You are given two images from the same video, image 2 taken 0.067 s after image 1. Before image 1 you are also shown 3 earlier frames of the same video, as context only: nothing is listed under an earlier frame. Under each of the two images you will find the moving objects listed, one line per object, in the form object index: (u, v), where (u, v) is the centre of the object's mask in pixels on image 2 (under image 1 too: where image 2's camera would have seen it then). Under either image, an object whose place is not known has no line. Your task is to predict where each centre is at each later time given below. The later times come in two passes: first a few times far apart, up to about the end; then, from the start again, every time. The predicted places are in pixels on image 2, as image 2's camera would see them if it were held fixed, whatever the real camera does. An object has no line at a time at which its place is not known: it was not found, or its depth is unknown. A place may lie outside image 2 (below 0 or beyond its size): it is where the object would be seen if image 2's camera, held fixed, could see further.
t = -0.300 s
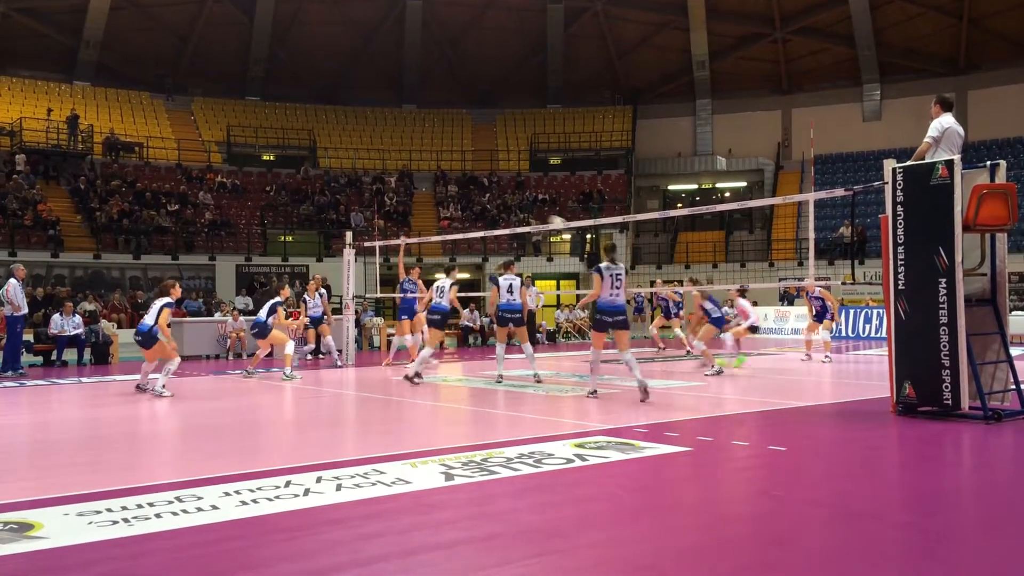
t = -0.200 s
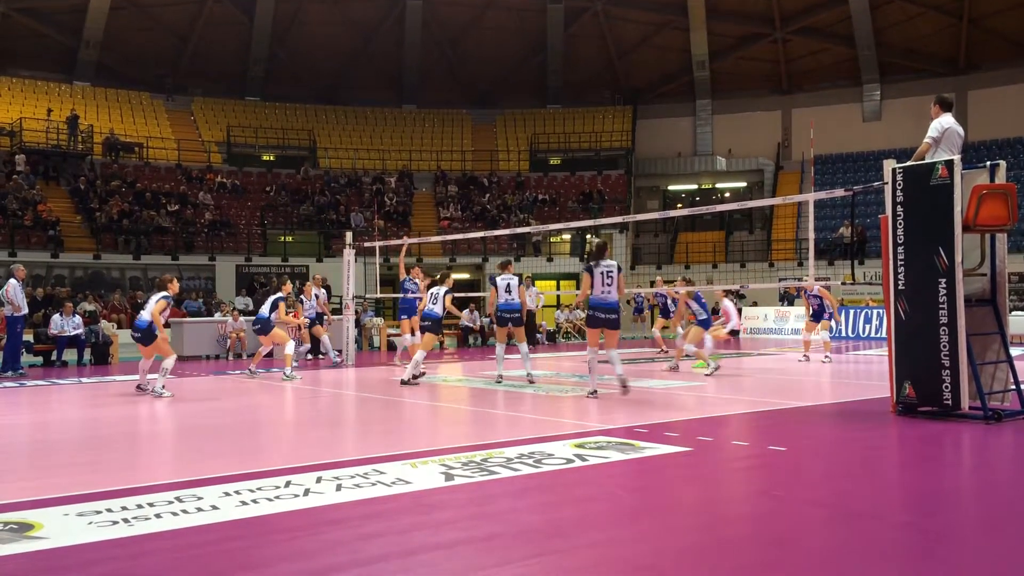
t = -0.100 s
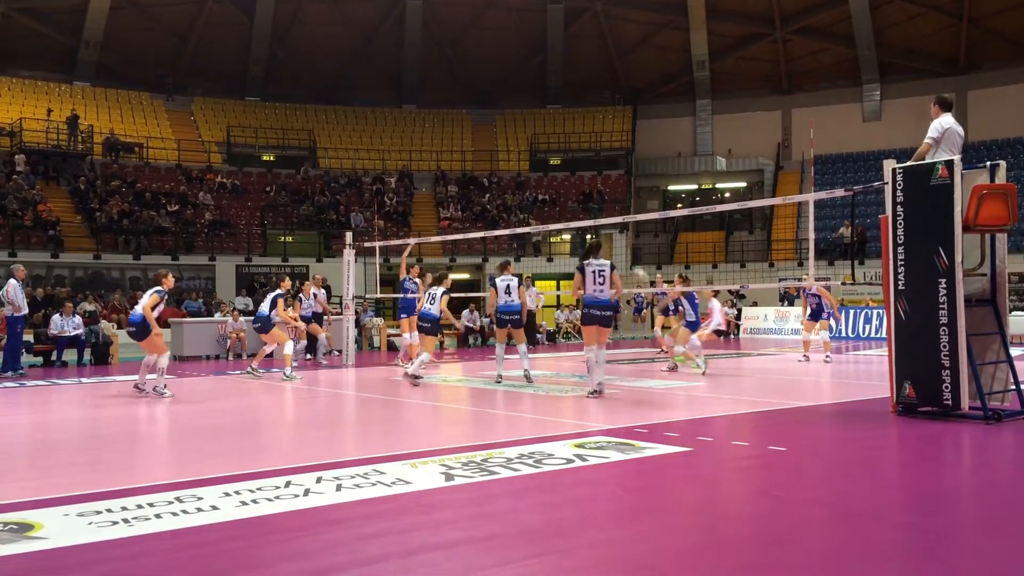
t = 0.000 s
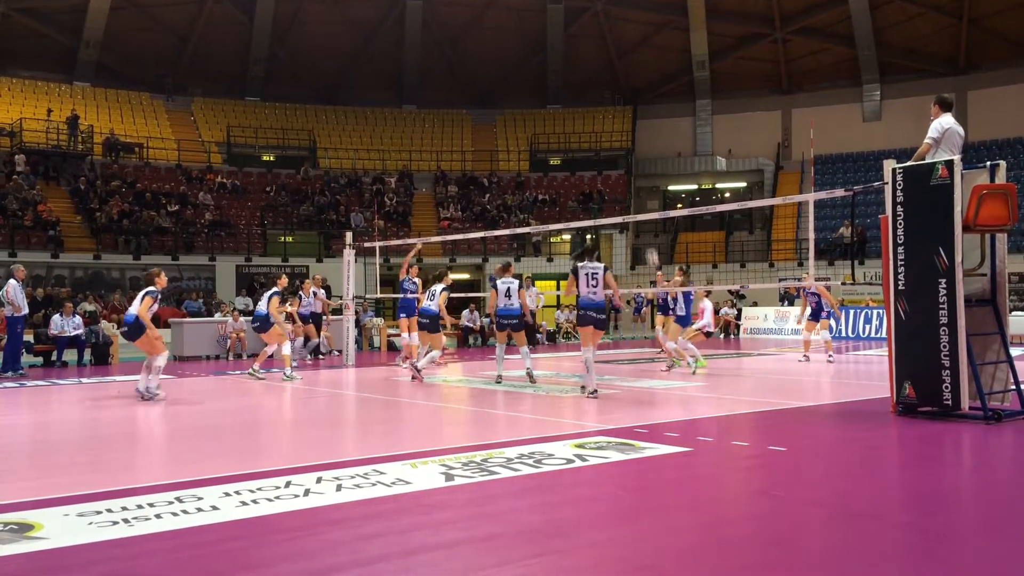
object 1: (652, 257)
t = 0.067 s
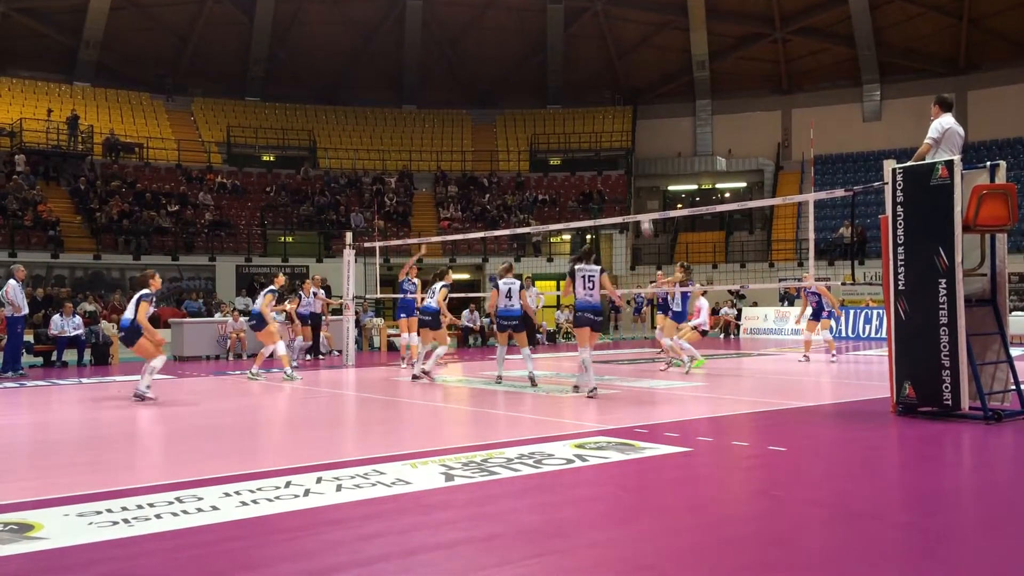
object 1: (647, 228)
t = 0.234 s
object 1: (632, 155)
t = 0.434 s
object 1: (616, 93)
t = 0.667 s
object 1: (600, 53)
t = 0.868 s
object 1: (587, 43)
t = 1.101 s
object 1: (573, 60)
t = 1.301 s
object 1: (561, 98)
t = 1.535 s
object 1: (547, 167)
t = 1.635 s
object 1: (542, 204)
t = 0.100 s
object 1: (643, 207)
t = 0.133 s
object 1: (640, 195)
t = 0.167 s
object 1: (637, 181)
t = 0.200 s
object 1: (635, 167)
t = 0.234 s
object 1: (632, 155)
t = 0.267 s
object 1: (629, 142)
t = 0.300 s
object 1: (626, 131)
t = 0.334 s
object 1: (624, 120)
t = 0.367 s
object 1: (621, 111)
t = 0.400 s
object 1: (619, 102)
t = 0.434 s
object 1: (616, 93)
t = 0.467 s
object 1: (614, 86)
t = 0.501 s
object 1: (612, 79)
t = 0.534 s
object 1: (609, 73)
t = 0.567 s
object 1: (607, 67)
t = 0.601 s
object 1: (605, 61)
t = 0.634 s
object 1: (602, 57)
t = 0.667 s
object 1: (600, 53)
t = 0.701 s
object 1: (598, 50)
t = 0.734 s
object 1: (596, 47)
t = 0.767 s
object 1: (593, 45)
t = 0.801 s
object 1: (591, 44)
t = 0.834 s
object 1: (589, 44)
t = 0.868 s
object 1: (587, 43)
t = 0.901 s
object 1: (585, 44)
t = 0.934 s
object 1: (583, 45)
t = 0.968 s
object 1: (581, 47)
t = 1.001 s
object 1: (579, 49)
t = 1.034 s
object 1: (577, 52)
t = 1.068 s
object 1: (575, 56)
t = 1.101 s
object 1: (573, 60)
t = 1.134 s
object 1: (571, 65)
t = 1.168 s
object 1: (569, 70)
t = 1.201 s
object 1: (567, 76)
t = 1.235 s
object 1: (565, 83)
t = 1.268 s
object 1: (563, 90)
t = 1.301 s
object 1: (561, 98)
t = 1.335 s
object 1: (559, 106)
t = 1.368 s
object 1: (557, 115)
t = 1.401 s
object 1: (555, 124)
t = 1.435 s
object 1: (553, 134)
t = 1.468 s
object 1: (552, 144)
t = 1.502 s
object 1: (549, 155)
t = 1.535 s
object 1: (547, 167)
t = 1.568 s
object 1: (546, 179)
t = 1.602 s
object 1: (544, 191)
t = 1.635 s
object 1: (542, 204)
